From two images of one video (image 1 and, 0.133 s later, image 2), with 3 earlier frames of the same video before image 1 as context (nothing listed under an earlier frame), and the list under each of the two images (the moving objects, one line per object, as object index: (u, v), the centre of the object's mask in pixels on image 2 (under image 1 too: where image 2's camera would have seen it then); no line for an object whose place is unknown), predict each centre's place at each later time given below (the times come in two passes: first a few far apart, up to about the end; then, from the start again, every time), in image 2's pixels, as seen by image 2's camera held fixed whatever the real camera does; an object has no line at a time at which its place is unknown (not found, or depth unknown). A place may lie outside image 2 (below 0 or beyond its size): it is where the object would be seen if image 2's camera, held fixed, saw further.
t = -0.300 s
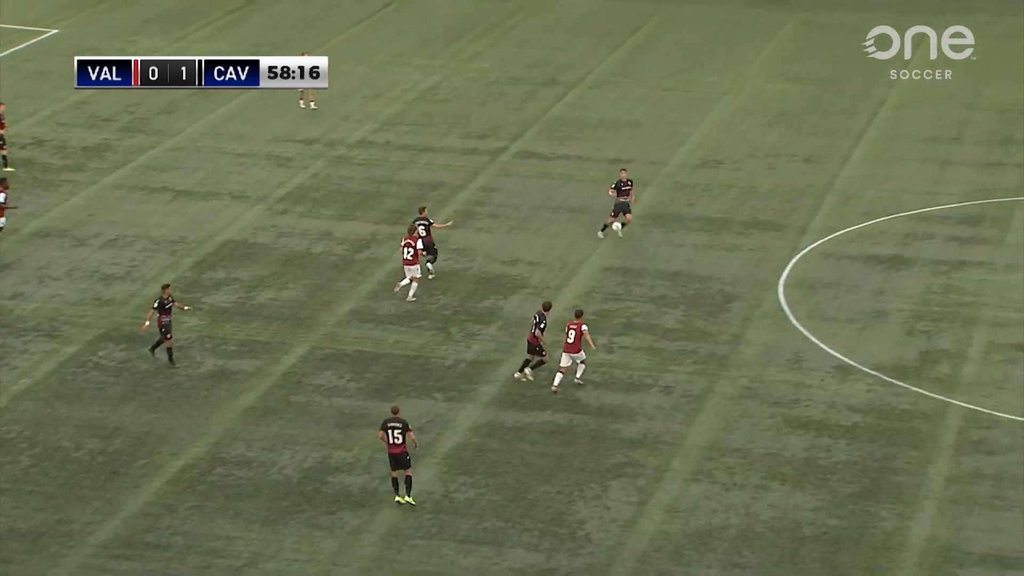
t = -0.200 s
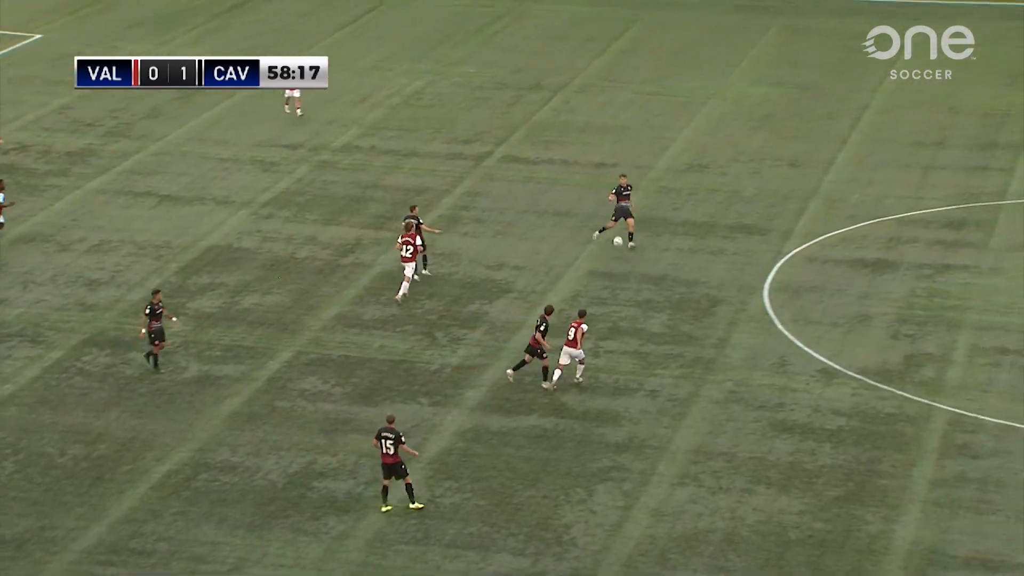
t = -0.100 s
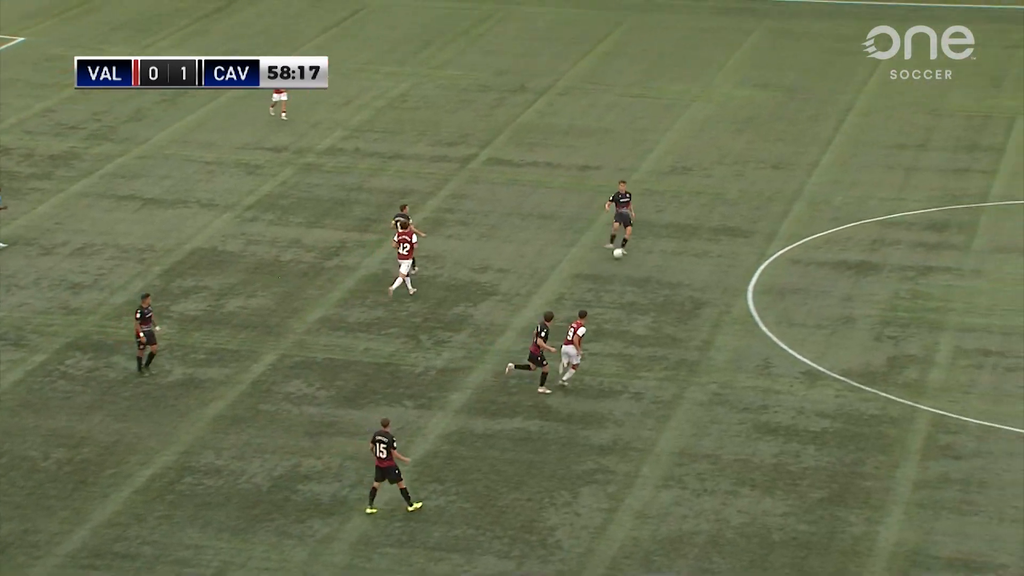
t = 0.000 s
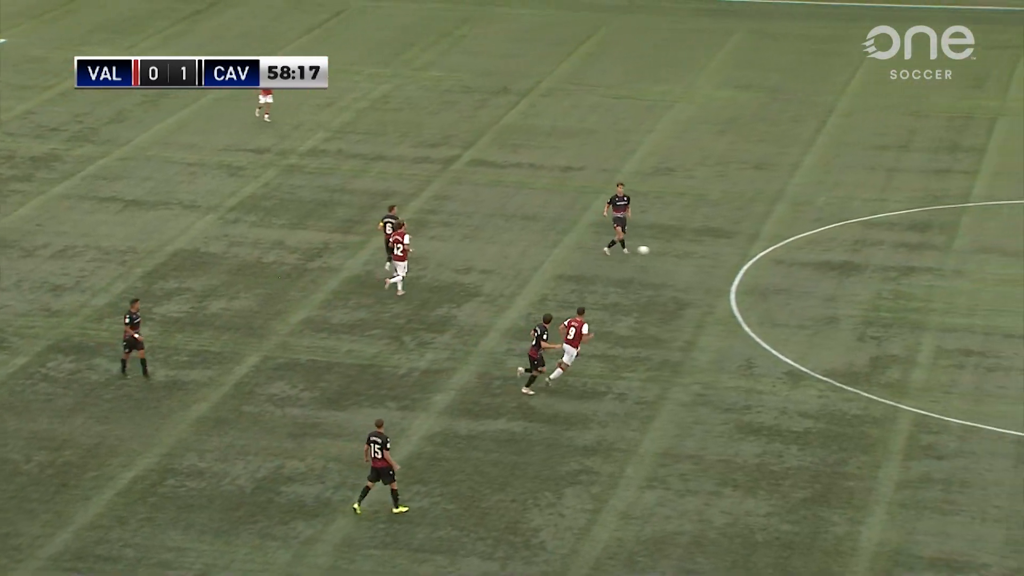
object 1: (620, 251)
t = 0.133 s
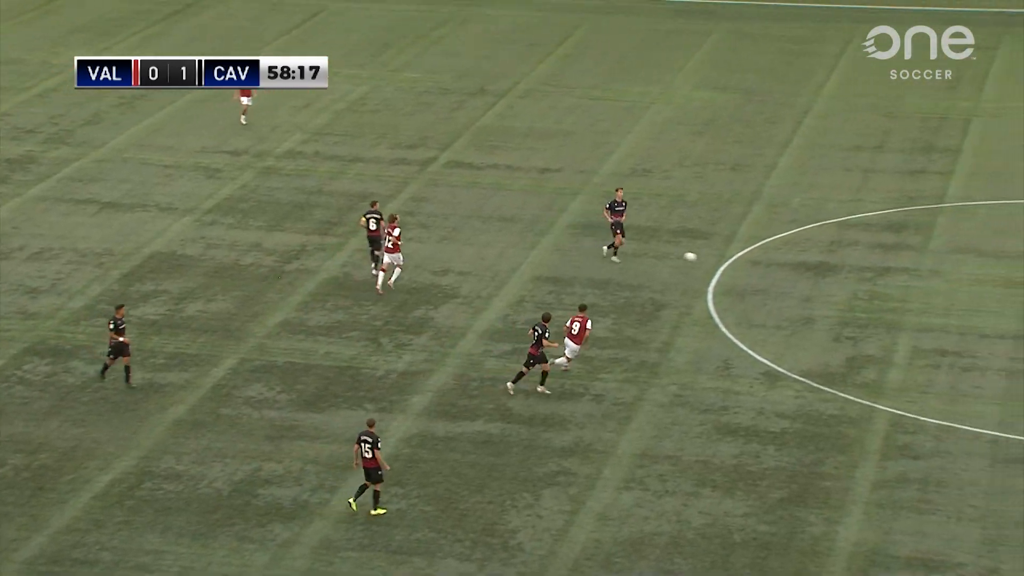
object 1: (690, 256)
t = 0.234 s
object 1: (743, 266)
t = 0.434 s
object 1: (849, 292)
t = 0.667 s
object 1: (959, 295)
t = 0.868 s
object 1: (1055, 316)
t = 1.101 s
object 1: (1143, 316)
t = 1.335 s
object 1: (1225, 333)
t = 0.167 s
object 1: (707, 259)
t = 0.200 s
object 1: (725, 262)
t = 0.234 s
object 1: (743, 266)
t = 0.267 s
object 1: (761, 270)
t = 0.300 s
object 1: (779, 274)
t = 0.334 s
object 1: (797, 279)
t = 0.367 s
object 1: (815, 285)
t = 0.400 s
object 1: (833, 291)
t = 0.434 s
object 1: (849, 292)
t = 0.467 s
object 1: (865, 291)
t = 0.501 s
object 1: (880, 290)
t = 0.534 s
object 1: (896, 290)
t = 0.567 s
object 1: (912, 290)
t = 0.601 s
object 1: (928, 291)
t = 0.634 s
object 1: (944, 292)
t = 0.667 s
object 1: (959, 295)
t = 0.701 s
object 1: (975, 297)
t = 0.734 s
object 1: (991, 299)
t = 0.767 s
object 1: (1007, 303)
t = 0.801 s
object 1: (1023, 307)
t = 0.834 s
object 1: (1039, 311)
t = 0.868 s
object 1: (1055, 316)
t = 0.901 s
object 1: (1071, 322)
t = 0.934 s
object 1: (1083, 320)
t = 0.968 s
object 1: (1095, 318)
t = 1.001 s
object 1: (1107, 317)
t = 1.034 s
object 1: (1118, 316)
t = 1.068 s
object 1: (1131, 316)
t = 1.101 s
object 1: (1143, 316)
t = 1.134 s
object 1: (1154, 317)
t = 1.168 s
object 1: (1166, 318)
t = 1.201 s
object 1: (1178, 320)
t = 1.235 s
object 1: (1190, 322)
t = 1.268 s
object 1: (1202, 325)
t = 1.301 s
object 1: (1213, 328)
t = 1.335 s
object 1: (1225, 333)
